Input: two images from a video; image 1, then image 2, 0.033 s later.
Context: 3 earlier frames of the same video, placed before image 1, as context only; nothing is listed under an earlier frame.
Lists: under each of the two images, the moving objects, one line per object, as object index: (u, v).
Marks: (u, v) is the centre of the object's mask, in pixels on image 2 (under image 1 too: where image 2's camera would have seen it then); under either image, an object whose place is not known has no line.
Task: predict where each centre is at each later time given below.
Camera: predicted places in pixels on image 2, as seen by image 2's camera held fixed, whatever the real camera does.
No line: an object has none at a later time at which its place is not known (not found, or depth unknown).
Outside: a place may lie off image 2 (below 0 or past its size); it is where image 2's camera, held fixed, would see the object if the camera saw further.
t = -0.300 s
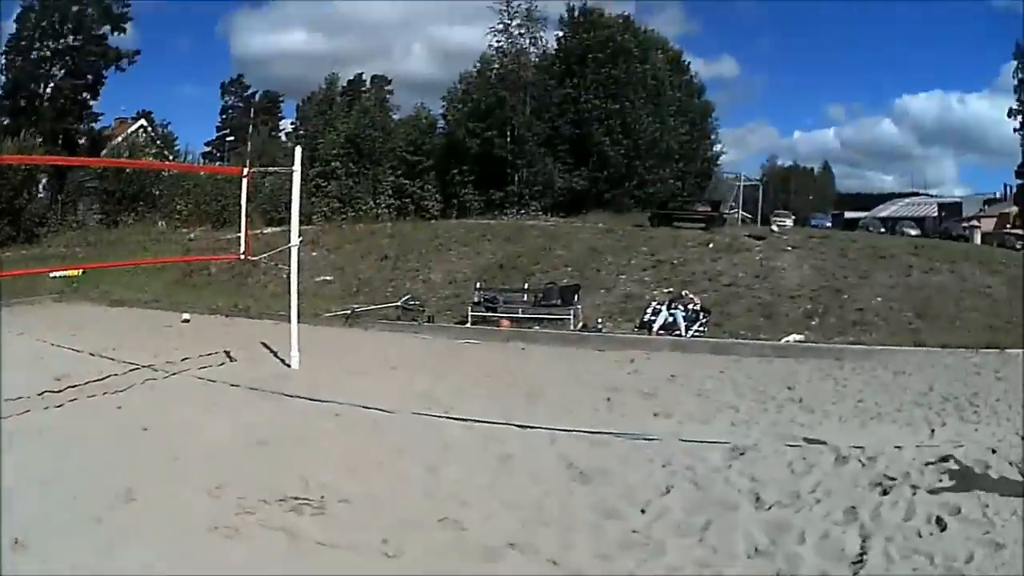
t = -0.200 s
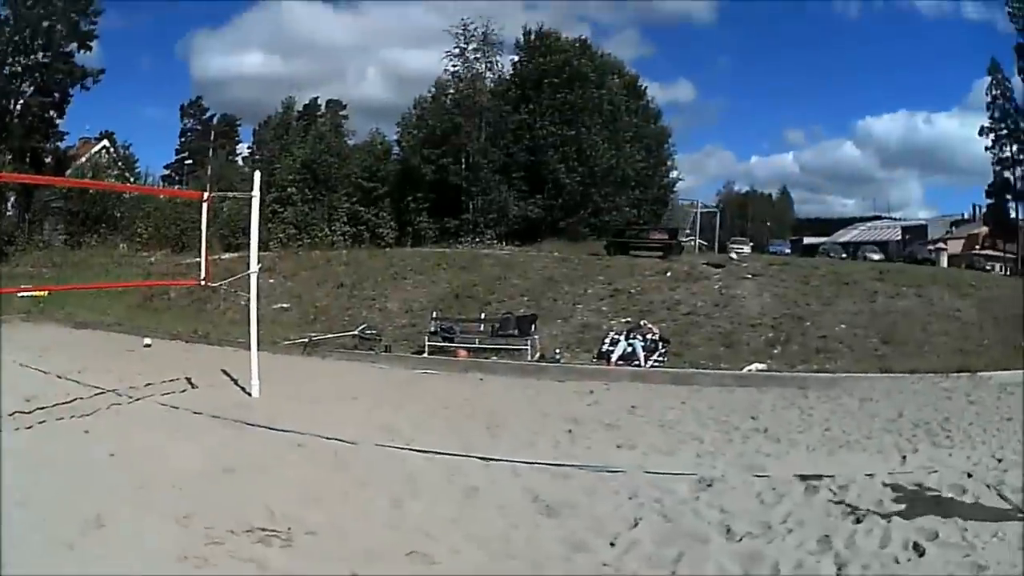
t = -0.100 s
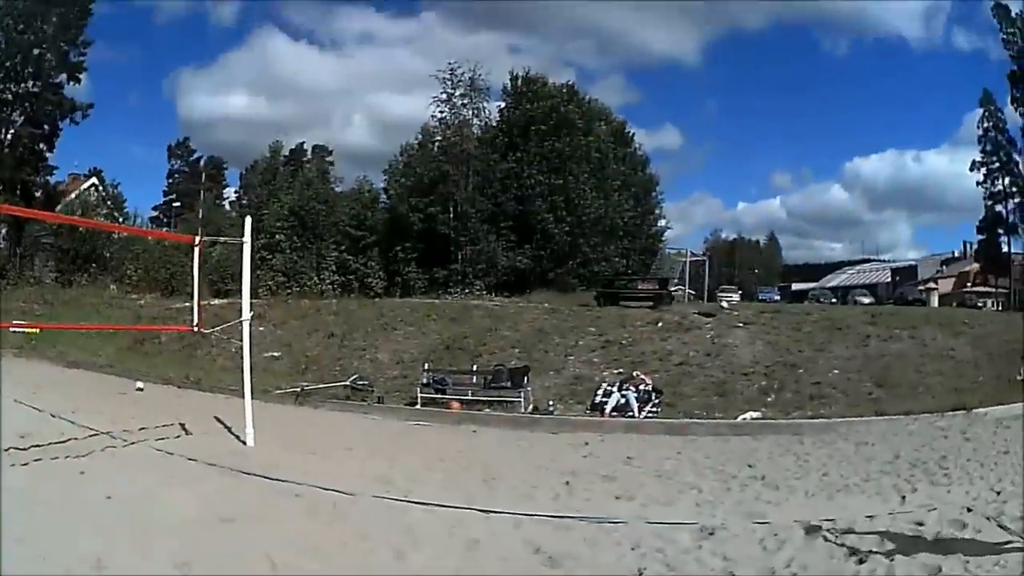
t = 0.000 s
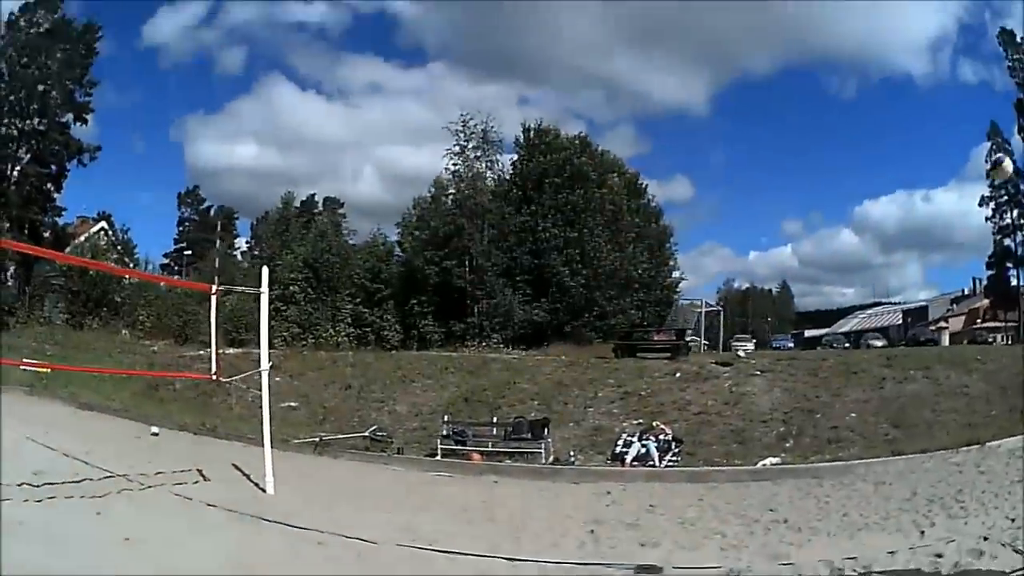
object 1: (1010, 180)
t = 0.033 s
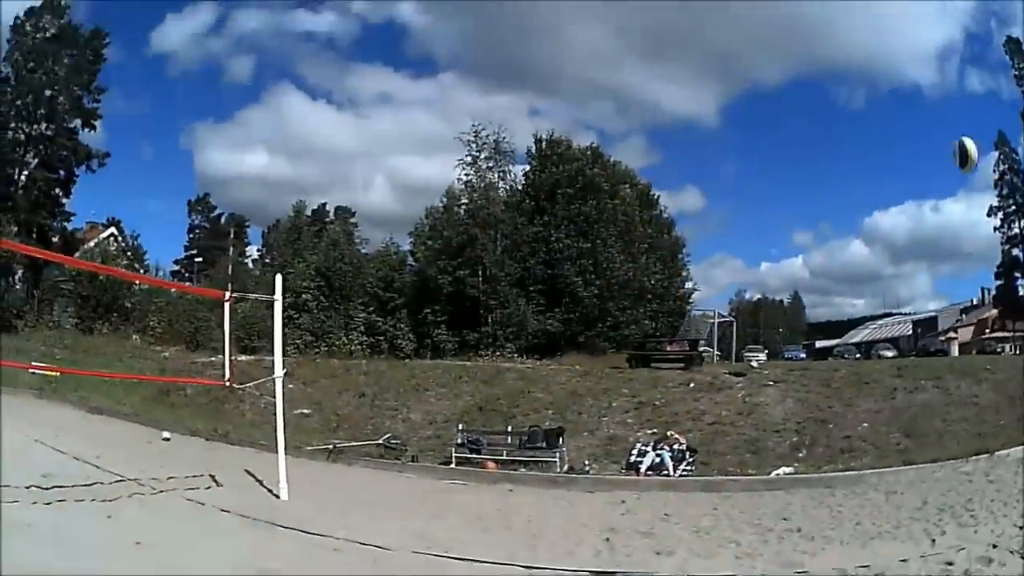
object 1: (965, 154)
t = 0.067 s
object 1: (916, 129)
